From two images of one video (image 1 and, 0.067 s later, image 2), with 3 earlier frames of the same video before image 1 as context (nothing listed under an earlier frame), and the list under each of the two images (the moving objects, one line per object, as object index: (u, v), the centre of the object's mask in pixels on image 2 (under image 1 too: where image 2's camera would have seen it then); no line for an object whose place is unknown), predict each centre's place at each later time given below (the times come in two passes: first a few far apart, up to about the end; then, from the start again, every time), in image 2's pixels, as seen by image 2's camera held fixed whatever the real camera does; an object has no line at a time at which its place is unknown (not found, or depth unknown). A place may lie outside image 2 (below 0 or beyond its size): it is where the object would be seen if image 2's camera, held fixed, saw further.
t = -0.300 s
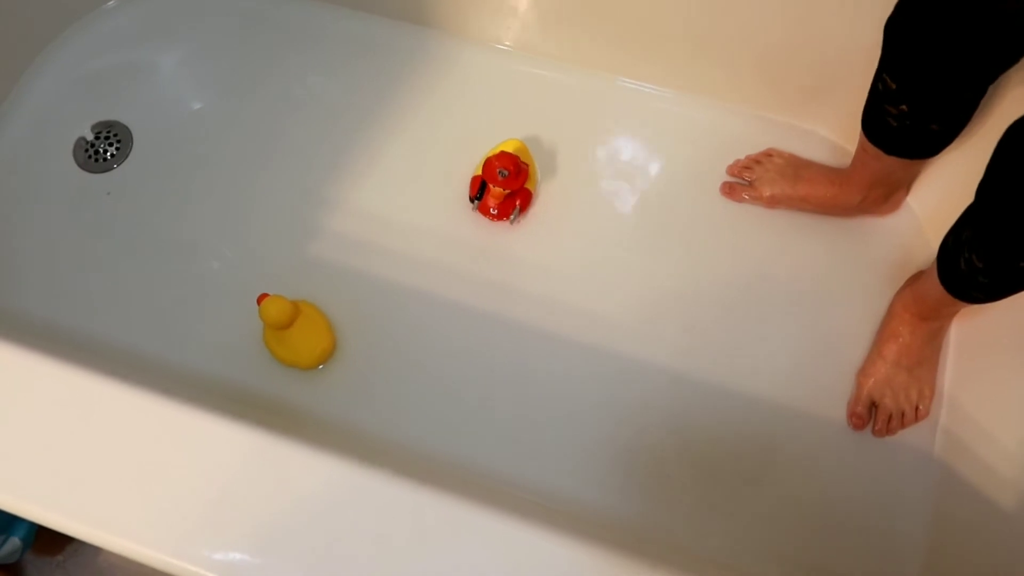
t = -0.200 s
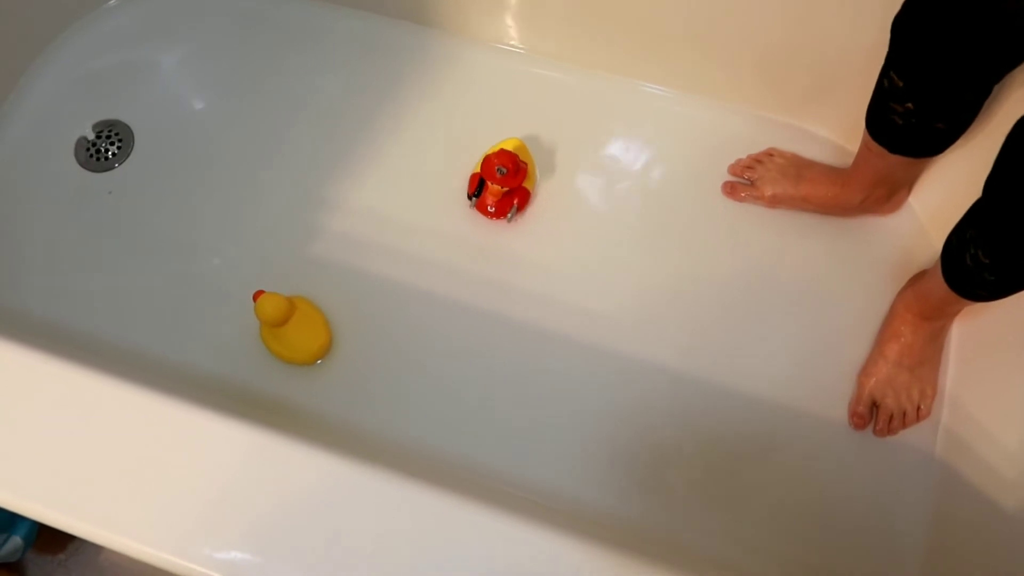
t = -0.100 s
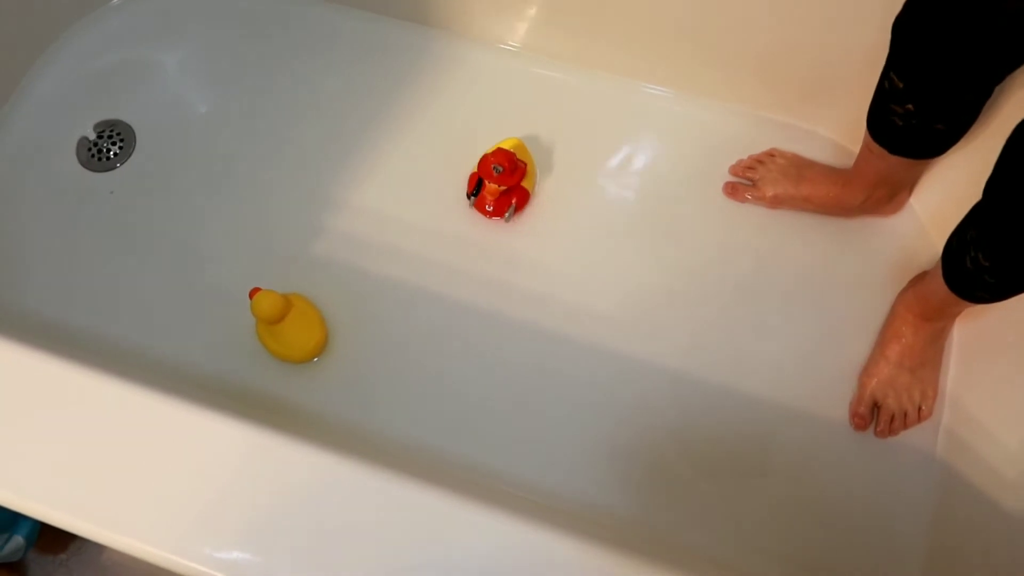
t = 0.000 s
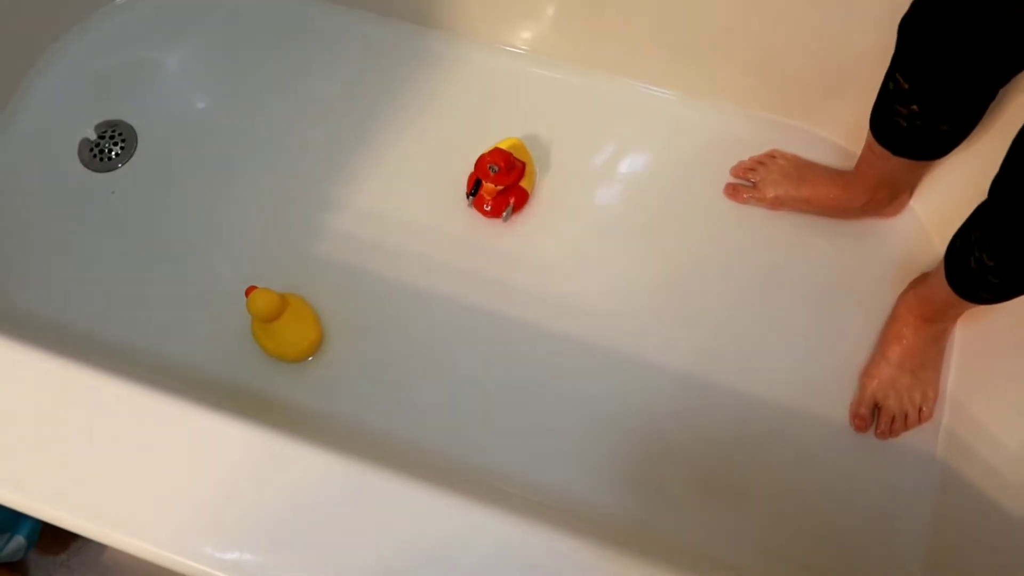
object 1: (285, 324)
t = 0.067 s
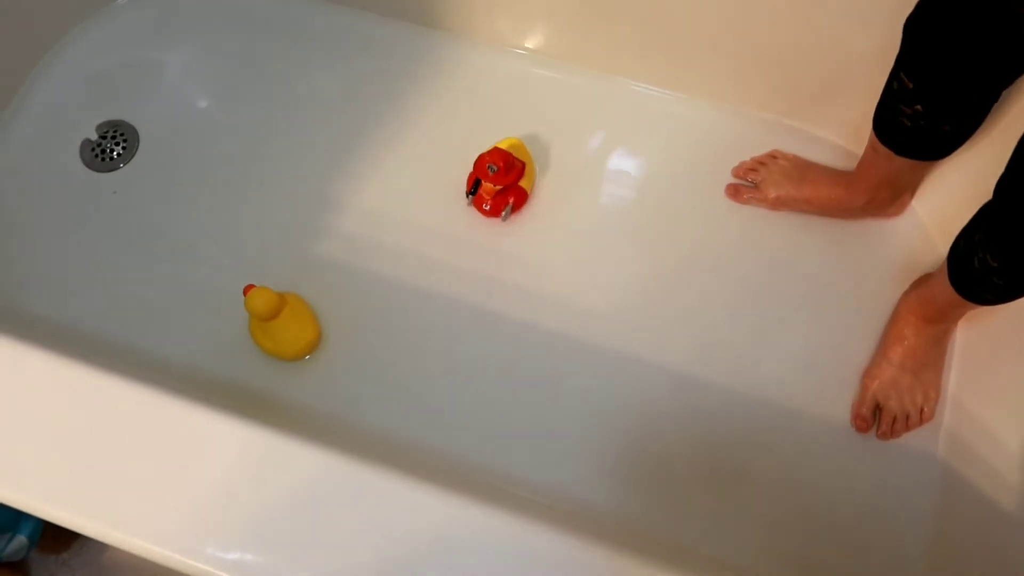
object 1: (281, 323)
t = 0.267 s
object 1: (271, 319)
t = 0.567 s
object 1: (258, 311)
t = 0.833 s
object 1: (248, 307)
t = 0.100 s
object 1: (279, 322)
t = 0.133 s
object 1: (277, 322)
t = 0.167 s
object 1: (276, 321)
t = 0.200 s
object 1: (274, 320)
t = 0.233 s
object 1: (273, 319)
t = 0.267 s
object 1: (271, 319)
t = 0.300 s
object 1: (270, 318)
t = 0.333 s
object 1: (268, 317)
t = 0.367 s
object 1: (266, 316)
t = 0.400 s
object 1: (265, 315)
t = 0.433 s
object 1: (264, 314)
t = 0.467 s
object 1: (262, 314)
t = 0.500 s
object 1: (261, 313)
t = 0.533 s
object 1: (259, 312)
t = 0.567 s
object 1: (258, 311)
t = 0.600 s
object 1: (257, 311)
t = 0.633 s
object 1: (255, 310)
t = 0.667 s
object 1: (254, 310)
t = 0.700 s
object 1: (253, 309)
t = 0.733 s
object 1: (251, 309)
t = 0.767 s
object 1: (250, 309)
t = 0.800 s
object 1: (249, 308)
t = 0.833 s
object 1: (248, 307)
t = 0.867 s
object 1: (247, 307)
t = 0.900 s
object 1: (245, 306)
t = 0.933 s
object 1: (245, 306)
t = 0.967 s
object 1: (244, 305)
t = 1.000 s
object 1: (243, 305)
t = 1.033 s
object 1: (241, 304)
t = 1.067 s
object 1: (240, 304)
